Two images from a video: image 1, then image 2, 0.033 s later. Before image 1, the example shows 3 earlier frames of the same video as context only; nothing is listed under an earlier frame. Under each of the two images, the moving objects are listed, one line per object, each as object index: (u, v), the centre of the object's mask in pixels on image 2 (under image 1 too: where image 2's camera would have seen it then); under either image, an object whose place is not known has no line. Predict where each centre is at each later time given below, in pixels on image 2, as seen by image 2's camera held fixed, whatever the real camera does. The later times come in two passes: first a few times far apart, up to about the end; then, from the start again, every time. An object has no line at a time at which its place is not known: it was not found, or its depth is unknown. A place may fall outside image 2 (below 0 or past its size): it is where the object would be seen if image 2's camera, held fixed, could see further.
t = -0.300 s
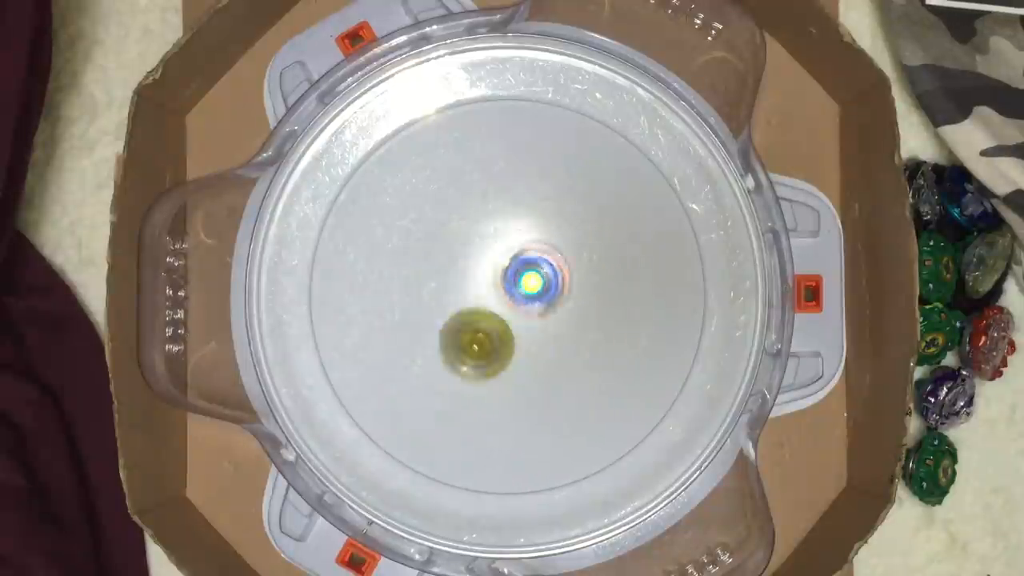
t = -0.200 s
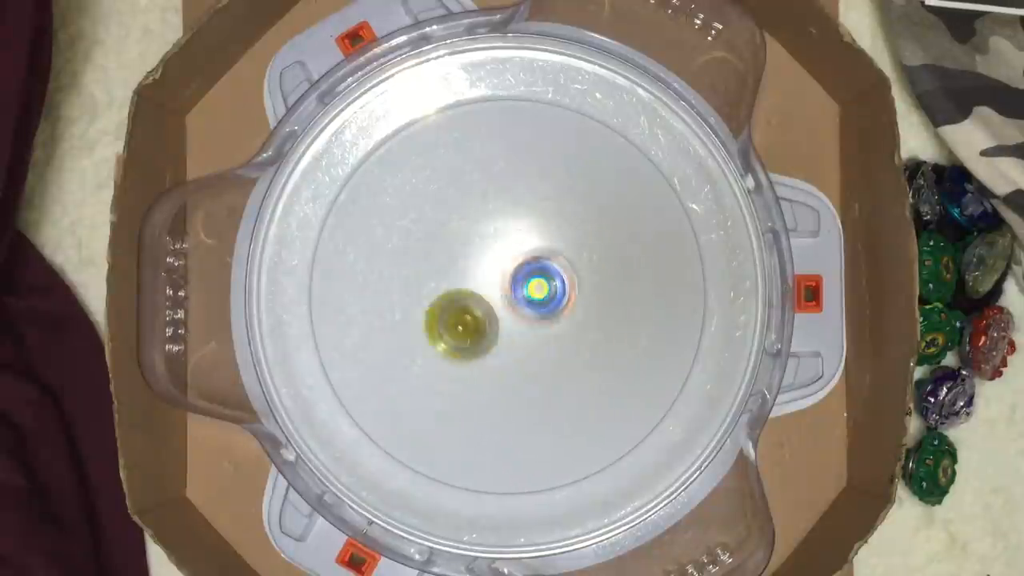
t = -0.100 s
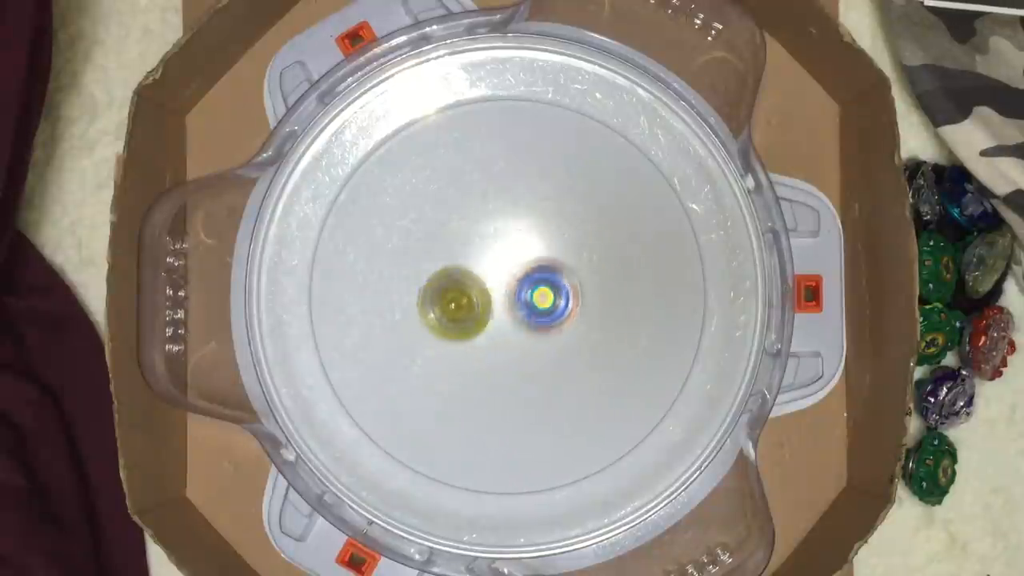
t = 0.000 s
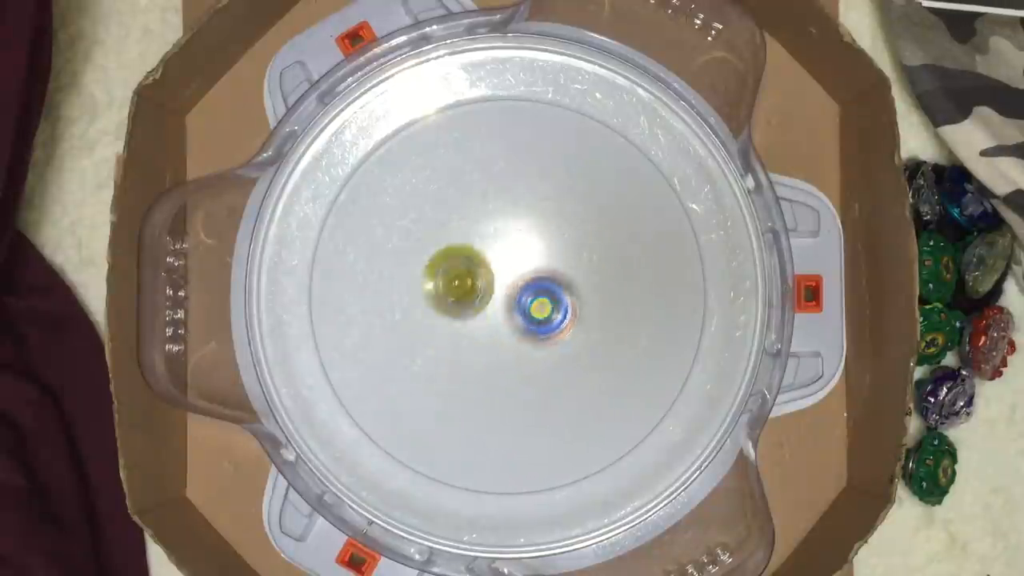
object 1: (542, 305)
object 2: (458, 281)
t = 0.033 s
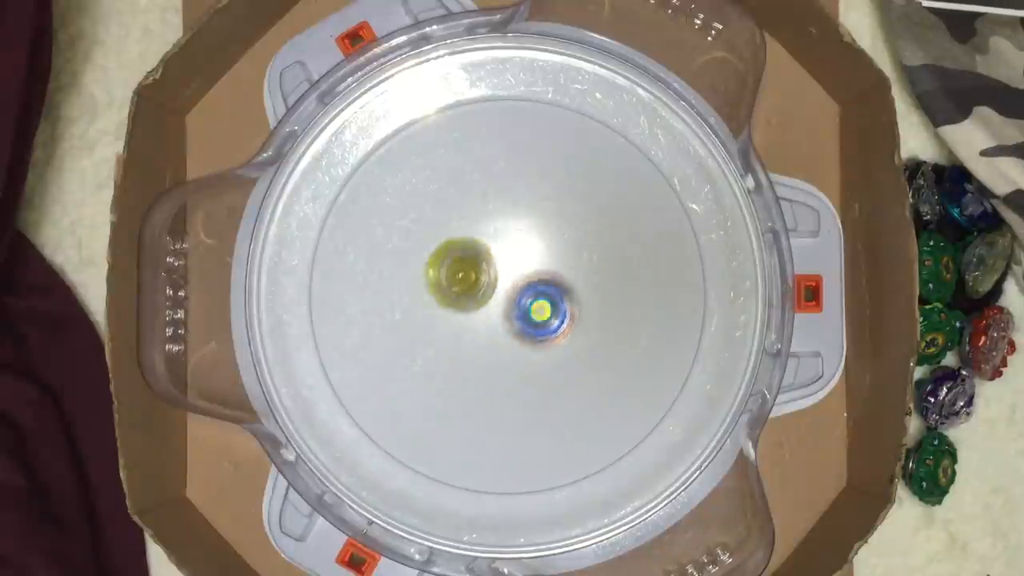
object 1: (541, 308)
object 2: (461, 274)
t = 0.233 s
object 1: (524, 320)
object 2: (498, 245)
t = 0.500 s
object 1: (497, 313)
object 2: (558, 258)
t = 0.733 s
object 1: (489, 294)
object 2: (575, 308)
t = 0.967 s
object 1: (501, 279)
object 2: (544, 351)
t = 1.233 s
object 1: (525, 281)
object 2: (482, 346)
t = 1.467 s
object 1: (541, 293)
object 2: (455, 302)
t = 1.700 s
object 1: (535, 312)
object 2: (481, 255)
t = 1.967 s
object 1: (516, 328)
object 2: (542, 246)
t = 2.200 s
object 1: (499, 316)
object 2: (570, 292)
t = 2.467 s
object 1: (476, 290)
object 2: (550, 346)
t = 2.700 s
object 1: (489, 269)
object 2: (491, 345)
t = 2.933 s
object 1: (534, 229)
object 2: (454, 320)
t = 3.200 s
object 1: (563, 261)
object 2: (483, 262)
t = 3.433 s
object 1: (575, 322)
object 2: (531, 257)
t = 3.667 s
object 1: (538, 377)
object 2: (565, 294)
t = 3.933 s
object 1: (474, 380)
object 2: (545, 325)
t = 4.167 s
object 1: (439, 317)
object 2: (517, 306)
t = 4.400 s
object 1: (436, 245)
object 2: (522, 275)
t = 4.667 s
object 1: (500, 223)
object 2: (550, 278)
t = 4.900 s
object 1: (558, 227)
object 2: (558, 380)
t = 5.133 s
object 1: (562, 307)
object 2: (523, 393)
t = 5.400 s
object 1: (557, 344)
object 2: (470, 312)
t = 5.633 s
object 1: (540, 321)
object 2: (515, 257)
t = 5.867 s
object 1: (504, 312)
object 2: (559, 257)
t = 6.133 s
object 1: (457, 286)
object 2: (549, 305)
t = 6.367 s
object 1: (486, 271)
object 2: (544, 315)
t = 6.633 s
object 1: (532, 267)
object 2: (527, 335)
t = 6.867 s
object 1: (551, 285)
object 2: (489, 310)
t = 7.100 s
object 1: (555, 295)
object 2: (495, 275)
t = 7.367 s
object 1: (546, 298)
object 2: (494, 268)
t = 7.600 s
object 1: (543, 299)
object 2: (493, 270)
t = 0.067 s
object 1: (539, 310)
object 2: (465, 268)
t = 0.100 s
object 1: (536, 313)
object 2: (470, 262)
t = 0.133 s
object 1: (534, 316)
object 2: (476, 256)
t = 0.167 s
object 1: (531, 318)
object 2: (483, 251)
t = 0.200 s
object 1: (529, 320)
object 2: (491, 248)
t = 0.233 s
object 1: (524, 320)
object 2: (498, 245)
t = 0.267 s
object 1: (521, 321)
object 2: (506, 243)
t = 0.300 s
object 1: (517, 321)
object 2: (514, 242)
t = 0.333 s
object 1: (514, 320)
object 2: (522, 242)
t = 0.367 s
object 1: (510, 320)
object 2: (531, 244)
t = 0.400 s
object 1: (506, 319)
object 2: (539, 246)
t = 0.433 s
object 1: (503, 318)
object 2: (545, 249)
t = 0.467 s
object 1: (500, 315)
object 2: (552, 253)
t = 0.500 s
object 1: (497, 313)
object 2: (558, 258)
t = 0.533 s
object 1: (494, 311)
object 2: (563, 264)
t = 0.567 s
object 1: (493, 308)
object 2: (568, 270)
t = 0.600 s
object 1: (492, 306)
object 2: (571, 277)
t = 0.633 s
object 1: (489, 303)
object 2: (574, 285)
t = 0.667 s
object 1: (488, 300)
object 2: (575, 292)
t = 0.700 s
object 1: (489, 298)
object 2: (576, 300)
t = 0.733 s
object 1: (489, 294)
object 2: (575, 308)
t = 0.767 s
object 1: (488, 291)
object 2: (574, 316)
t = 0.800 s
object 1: (490, 288)
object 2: (571, 323)
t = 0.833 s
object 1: (492, 286)
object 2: (568, 330)
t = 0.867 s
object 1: (493, 283)
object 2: (563, 336)
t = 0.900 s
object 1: (496, 282)
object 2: (557, 342)
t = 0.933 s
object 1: (498, 279)
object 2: (551, 347)
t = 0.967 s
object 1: (501, 279)
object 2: (544, 351)
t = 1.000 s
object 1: (504, 278)
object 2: (537, 354)
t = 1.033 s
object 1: (508, 276)
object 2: (529, 356)
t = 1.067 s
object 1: (510, 275)
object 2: (521, 357)
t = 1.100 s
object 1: (513, 277)
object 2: (512, 357)
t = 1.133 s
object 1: (516, 277)
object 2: (504, 356)
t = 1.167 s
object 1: (518, 277)
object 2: (496, 353)
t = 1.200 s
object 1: (521, 278)
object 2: (489, 350)
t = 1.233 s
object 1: (525, 281)
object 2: (482, 346)
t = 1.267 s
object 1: (526, 283)
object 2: (476, 341)
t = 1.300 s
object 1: (532, 284)
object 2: (469, 336)
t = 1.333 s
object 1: (534, 287)
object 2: (464, 330)
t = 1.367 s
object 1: (537, 286)
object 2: (460, 324)
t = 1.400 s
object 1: (539, 289)
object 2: (457, 317)
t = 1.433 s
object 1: (541, 291)
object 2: (456, 310)
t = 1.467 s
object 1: (541, 293)
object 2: (455, 302)
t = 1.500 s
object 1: (540, 295)
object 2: (455, 294)
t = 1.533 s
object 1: (541, 299)
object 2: (457, 287)
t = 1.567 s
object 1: (540, 303)
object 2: (460, 279)
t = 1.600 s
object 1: (539, 304)
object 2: (464, 272)
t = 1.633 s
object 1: (538, 307)
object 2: (468, 266)
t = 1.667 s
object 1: (536, 309)
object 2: (474, 260)
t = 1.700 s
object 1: (535, 312)
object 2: (481, 255)
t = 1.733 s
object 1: (532, 312)
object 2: (489, 252)
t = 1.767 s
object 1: (530, 317)
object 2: (496, 246)
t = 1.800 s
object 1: (528, 322)
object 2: (502, 242)
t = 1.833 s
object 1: (526, 322)
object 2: (510, 240)
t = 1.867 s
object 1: (524, 324)
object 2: (518, 239)
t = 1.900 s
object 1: (521, 326)
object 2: (527, 240)
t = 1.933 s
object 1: (519, 327)
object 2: (535, 242)
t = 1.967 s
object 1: (516, 328)
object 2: (542, 246)
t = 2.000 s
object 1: (512, 326)
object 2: (549, 250)
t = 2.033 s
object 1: (510, 327)
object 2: (555, 255)
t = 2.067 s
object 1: (508, 325)
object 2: (561, 262)
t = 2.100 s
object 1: (505, 324)
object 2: (564, 269)
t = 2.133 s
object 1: (503, 322)
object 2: (567, 276)
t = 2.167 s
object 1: (501, 320)
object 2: (569, 284)
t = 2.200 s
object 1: (499, 316)
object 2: (570, 292)
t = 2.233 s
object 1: (497, 314)
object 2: (570, 299)
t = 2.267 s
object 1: (496, 310)
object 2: (570, 308)
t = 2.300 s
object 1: (490, 306)
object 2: (572, 315)
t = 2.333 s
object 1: (483, 302)
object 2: (573, 323)
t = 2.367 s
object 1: (481, 299)
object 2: (570, 330)
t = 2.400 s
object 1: (479, 297)
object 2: (565, 336)
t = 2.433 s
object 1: (477, 292)
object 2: (558, 341)
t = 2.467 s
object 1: (476, 290)
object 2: (550, 346)
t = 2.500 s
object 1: (476, 285)
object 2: (543, 348)
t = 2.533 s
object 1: (476, 282)
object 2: (535, 351)
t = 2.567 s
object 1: (476, 279)
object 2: (526, 351)
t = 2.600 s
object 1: (478, 276)
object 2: (517, 351)
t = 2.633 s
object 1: (482, 275)
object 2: (508, 350)
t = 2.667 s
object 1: (486, 271)
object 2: (499, 348)
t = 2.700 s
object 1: (489, 269)
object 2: (491, 345)
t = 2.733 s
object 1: (493, 265)
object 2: (482, 345)
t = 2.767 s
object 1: (502, 253)
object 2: (473, 347)
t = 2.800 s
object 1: (509, 246)
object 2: (466, 345)
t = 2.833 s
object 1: (515, 239)
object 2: (461, 341)
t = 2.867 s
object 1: (521, 235)
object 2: (457, 335)
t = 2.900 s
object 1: (530, 232)
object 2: (455, 327)
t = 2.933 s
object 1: (534, 229)
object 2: (454, 320)
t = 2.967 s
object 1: (539, 232)
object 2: (454, 312)
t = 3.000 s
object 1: (543, 232)
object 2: (456, 303)
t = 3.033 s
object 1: (546, 234)
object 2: (458, 296)
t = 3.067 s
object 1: (550, 239)
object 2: (462, 288)
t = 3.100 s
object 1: (553, 242)
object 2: (467, 281)
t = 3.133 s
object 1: (555, 247)
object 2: (473, 274)
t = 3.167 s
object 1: (558, 252)
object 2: (480, 267)
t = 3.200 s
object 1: (563, 261)
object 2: (483, 262)
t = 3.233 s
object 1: (569, 269)
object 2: (488, 257)
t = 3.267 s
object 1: (573, 277)
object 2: (493, 254)
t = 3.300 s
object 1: (576, 285)
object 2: (500, 252)
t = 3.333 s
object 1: (578, 295)
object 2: (508, 252)
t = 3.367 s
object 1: (578, 304)
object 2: (514, 252)
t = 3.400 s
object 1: (576, 315)
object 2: (523, 253)
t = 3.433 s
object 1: (575, 322)
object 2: (531, 257)
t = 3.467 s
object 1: (571, 330)
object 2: (539, 261)
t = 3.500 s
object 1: (569, 339)
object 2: (546, 265)
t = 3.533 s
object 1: (564, 347)
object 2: (552, 271)
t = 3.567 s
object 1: (558, 354)
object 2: (557, 277)
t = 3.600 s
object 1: (552, 360)
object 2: (560, 284)
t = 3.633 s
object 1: (545, 369)
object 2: (563, 290)
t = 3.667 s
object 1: (538, 377)
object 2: (565, 294)
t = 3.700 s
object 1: (530, 382)
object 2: (564, 300)
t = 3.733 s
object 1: (522, 386)
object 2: (563, 306)
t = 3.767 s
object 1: (515, 387)
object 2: (561, 312)
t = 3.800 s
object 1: (507, 388)
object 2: (557, 318)
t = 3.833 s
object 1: (500, 386)
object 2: (553, 323)
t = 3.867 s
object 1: (491, 384)
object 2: (548, 327)
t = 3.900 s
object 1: (482, 383)
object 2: (547, 327)
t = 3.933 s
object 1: (474, 380)
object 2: (545, 325)
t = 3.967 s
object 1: (467, 374)
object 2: (543, 323)
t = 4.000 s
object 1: (461, 367)
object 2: (538, 321)
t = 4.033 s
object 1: (455, 359)
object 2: (532, 319)
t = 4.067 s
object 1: (451, 349)
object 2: (527, 316)
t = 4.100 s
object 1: (448, 340)
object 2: (522, 314)
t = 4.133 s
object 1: (445, 329)
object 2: (517, 310)
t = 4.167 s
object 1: (439, 317)
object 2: (517, 306)
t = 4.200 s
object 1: (432, 304)
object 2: (519, 302)
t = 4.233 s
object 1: (427, 292)
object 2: (520, 299)
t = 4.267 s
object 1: (425, 280)
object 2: (520, 295)
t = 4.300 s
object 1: (425, 271)
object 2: (520, 289)
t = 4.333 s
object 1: (426, 261)
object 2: (520, 285)
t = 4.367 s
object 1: (430, 253)
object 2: (522, 280)
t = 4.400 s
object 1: (436, 245)
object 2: (522, 275)
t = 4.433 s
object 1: (441, 239)
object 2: (525, 272)
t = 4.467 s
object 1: (448, 233)
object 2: (528, 268)
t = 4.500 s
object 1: (457, 231)
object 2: (530, 266)
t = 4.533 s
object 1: (467, 228)
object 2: (534, 265)
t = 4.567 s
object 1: (476, 227)
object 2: (536, 264)
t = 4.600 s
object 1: (482, 224)
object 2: (543, 269)
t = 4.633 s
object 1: (491, 222)
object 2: (547, 272)
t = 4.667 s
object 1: (500, 223)
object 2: (550, 278)
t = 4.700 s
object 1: (511, 224)
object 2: (551, 284)
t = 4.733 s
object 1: (522, 217)
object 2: (552, 304)
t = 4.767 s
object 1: (532, 211)
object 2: (554, 323)
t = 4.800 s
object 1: (541, 210)
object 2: (555, 340)
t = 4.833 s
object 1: (549, 215)
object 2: (557, 356)
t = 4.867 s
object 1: (553, 219)
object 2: (558, 369)
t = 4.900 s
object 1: (558, 227)
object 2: (558, 380)
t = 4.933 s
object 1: (562, 236)
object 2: (556, 388)
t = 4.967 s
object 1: (564, 245)
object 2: (552, 394)
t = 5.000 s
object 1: (567, 257)
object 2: (547, 398)
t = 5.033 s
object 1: (567, 271)
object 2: (542, 400)
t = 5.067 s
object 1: (567, 281)
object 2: (536, 399)
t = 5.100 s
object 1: (565, 293)
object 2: (529, 397)
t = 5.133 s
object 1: (562, 307)
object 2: (523, 393)
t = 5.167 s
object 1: (559, 317)
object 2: (515, 387)
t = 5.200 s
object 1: (555, 325)
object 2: (509, 381)
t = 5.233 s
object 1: (554, 333)
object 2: (499, 373)
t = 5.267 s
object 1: (557, 340)
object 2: (488, 364)
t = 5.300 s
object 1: (556, 345)
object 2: (479, 352)
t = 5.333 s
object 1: (556, 347)
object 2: (473, 338)
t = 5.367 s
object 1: (556, 346)
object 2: (471, 325)
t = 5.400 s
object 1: (557, 344)
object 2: (470, 312)
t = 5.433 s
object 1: (557, 342)
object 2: (472, 300)
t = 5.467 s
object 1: (556, 340)
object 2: (476, 290)
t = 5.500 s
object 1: (554, 338)
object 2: (481, 281)
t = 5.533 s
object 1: (551, 335)
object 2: (489, 274)
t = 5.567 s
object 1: (547, 330)
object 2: (498, 268)
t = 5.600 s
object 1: (544, 324)
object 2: (506, 263)
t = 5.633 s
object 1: (540, 321)
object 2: (515, 257)
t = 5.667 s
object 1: (534, 323)
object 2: (523, 251)
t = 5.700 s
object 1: (526, 319)
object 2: (533, 246)
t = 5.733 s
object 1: (523, 316)
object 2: (541, 245)
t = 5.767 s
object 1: (519, 316)
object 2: (547, 246)
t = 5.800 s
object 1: (512, 315)
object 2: (553, 248)
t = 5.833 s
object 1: (509, 313)
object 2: (557, 252)
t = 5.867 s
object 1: (504, 312)
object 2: (559, 257)
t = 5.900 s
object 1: (497, 313)
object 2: (560, 262)
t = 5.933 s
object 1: (490, 308)
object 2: (561, 269)
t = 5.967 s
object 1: (485, 305)
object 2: (559, 275)
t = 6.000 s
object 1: (480, 300)
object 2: (557, 281)
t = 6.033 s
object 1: (477, 299)
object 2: (553, 287)
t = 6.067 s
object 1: (472, 293)
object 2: (548, 292)
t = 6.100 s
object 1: (466, 291)
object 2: (551, 299)
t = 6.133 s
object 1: (457, 286)
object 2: (549, 305)
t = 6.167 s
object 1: (454, 280)
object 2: (550, 308)
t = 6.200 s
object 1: (458, 272)
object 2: (550, 310)
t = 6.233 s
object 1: (465, 271)
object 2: (548, 311)
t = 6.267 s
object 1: (470, 272)
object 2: (546, 308)
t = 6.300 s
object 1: (476, 274)
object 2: (546, 305)
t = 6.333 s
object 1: (480, 275)
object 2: (546, 309)
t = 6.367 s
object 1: (486, 271)
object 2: (544, 315)
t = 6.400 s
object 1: (491, 266)
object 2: (544, 324)
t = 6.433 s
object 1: (496, 261)
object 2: (541, 330)
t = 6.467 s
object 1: (504, 257)
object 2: (537, 333)
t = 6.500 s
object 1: (511, 257)
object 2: (536, 334)
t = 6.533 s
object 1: (517, 260)
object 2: (534, 336)
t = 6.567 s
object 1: (522, 262)
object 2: (532, 336)
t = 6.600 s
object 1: (526, 264)
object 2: (530, 335)
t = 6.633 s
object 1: (532, 267)
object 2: (527, 335)
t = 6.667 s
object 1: (539, 266)
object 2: (519, 335)
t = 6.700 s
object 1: (542, 266)
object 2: (512, 334)
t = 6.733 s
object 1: (543, 268)
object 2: (506, 331)
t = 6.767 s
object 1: (543, 271)
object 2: (502, 326)
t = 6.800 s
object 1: (544, 276)
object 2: (498, 321)
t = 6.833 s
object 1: (548, 281)
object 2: (493, 316)
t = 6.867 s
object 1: (551, 285)
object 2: (489, 310)
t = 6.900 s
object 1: (554, 289)
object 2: (487, 305)
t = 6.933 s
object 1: (557, 292)
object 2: (486, 300)
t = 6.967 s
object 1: (557, 293)
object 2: (487, 295)
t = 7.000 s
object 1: (557, 293)
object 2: (488, 291)
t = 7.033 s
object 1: (556, 293)
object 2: (490, 287)
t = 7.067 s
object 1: (556, 294)
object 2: (493, 281)
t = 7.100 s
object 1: (555, 295)
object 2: (495, 275)
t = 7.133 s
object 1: (553, 296)
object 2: (496, 270)
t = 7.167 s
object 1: (551, 296)
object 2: (497, 266)
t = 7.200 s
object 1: (549, 296)
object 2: (498, 264)
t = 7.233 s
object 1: (548, 296)
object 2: (498, 262)
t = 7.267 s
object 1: (547, 296)
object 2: (498, 262)
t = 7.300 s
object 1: (547, 296)
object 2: (497, 263)
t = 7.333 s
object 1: (546, 297)
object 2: (496, 265)
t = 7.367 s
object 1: (546, 298)
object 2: (494, 268)
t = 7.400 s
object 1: (544, 299)
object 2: (493, 270)
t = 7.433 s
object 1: (543, 299)
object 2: (492, 270)
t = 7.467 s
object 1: (543, 299)
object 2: (493, 270)
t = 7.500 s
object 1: (543, 299)
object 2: (493, 270)
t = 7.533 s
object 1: (543, 299)
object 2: (493, 270)
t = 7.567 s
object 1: (543, 299)
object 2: (493, 270)
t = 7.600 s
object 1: (543, 299)
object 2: (493, 270)
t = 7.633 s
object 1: (543, 299)
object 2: (493, 270)
